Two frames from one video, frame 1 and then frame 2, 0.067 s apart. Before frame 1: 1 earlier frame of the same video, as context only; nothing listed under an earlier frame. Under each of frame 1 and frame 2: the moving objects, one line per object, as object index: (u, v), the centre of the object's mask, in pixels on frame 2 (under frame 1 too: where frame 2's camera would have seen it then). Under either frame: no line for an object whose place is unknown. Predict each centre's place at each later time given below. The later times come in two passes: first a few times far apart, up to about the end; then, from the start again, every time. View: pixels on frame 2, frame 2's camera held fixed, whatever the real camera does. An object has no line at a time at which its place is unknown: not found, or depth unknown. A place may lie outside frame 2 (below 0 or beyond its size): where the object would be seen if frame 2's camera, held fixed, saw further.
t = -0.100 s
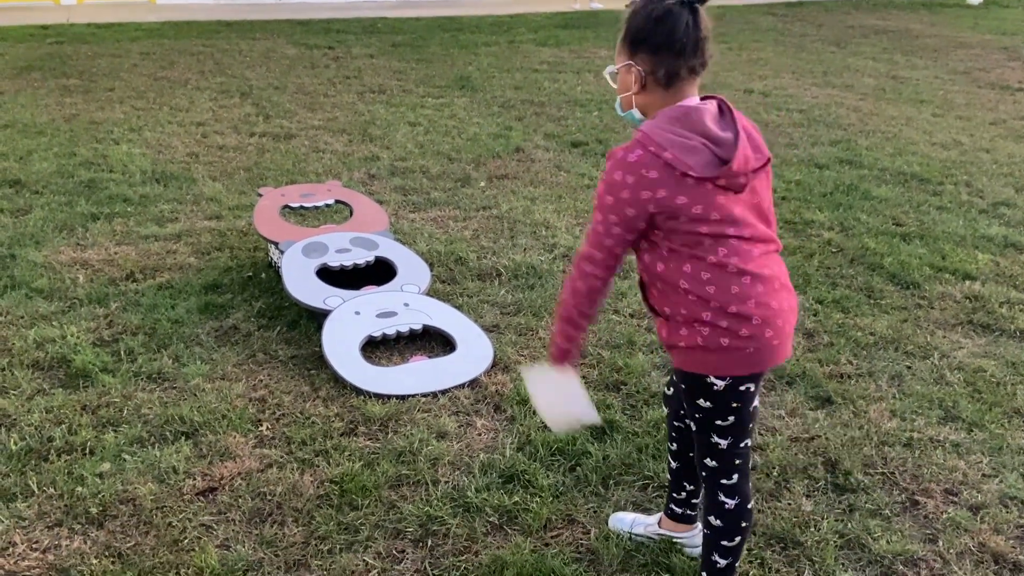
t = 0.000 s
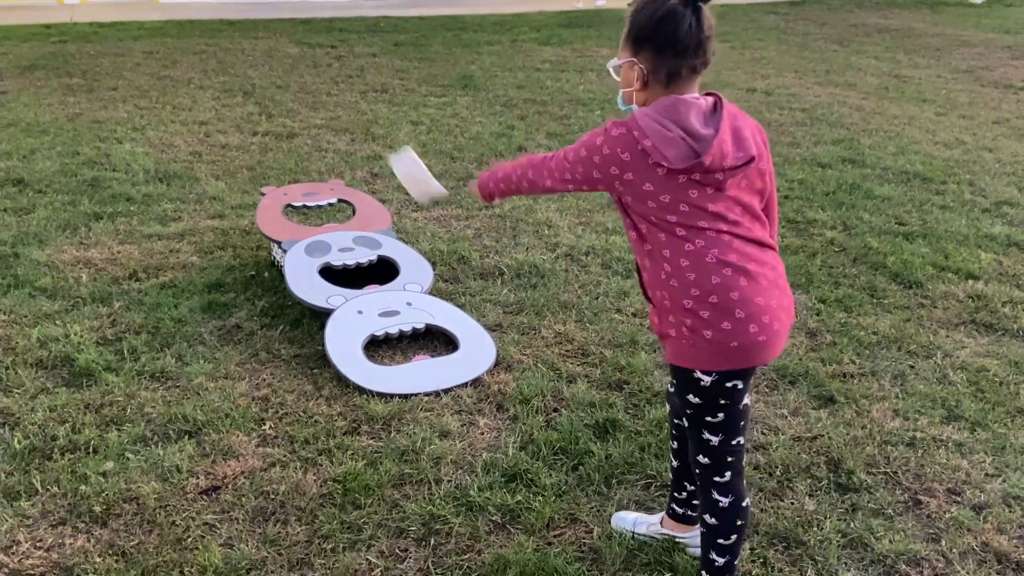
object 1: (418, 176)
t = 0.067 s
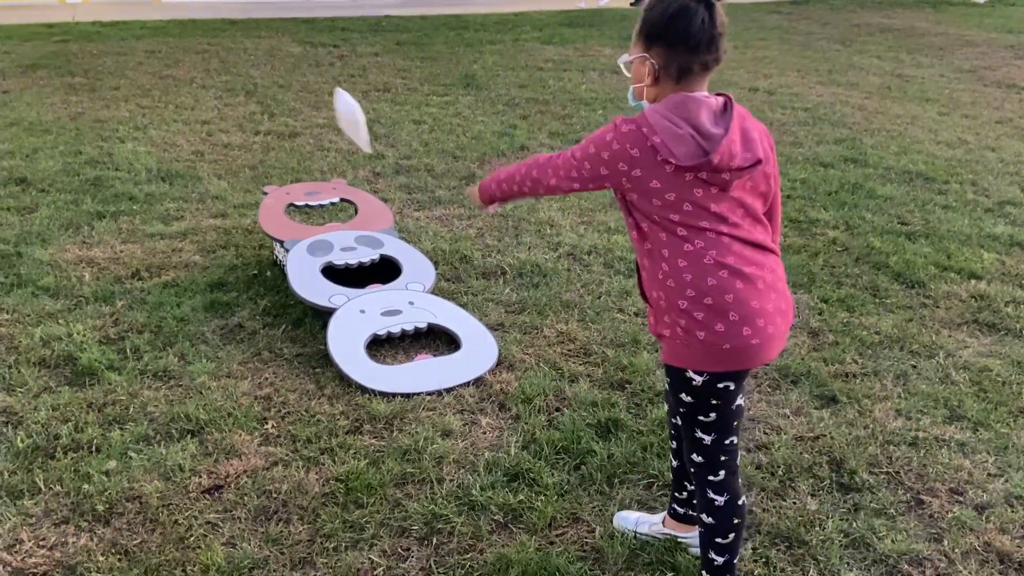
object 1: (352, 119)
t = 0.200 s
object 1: (270, 172)
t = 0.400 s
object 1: (209, 219)
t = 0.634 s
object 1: (184, 227)
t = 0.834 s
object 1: (184, 228)
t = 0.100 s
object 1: (327, 116)
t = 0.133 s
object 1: (304, 125)
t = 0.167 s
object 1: (286, 144)
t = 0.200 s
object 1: (270, 172)
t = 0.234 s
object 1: (258, 193)
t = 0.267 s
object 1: (246, 198)
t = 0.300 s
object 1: (235, 210)
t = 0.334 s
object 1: (226, 228)
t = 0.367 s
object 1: (216, 224)
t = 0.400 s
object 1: (209, 219)
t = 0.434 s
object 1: (202, 221)
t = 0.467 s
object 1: (197, 223)
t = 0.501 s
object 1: (191, 224)
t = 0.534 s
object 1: (185, 225)
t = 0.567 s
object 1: (184, 226)
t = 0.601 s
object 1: (184, 227)
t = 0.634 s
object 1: (184, 227)
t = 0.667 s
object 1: (184, 227)
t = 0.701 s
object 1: (184, 227)
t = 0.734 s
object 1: (185, 227)
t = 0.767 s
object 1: (184, 227)
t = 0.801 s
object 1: (184, 227)
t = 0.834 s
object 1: (184, 228)
